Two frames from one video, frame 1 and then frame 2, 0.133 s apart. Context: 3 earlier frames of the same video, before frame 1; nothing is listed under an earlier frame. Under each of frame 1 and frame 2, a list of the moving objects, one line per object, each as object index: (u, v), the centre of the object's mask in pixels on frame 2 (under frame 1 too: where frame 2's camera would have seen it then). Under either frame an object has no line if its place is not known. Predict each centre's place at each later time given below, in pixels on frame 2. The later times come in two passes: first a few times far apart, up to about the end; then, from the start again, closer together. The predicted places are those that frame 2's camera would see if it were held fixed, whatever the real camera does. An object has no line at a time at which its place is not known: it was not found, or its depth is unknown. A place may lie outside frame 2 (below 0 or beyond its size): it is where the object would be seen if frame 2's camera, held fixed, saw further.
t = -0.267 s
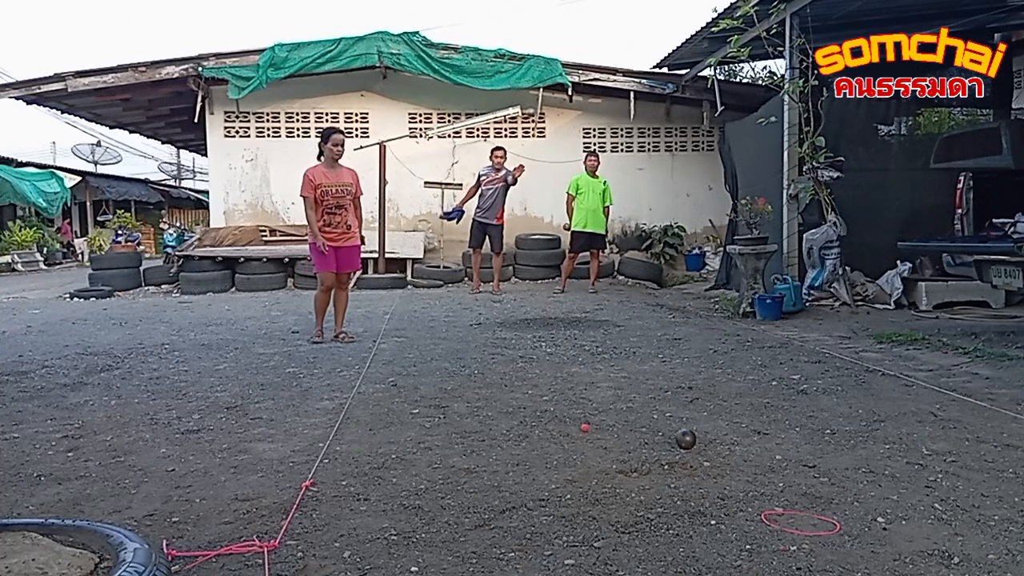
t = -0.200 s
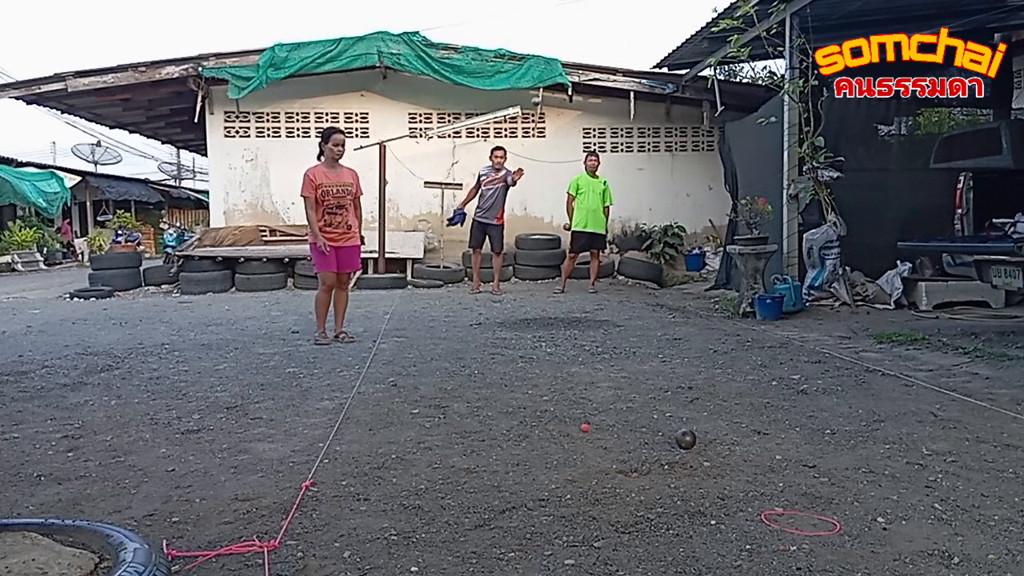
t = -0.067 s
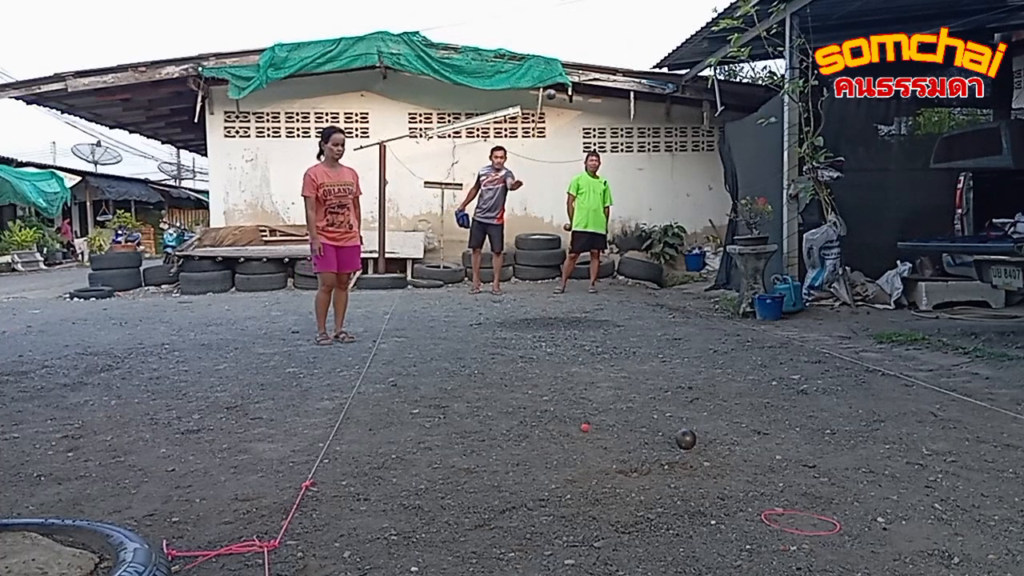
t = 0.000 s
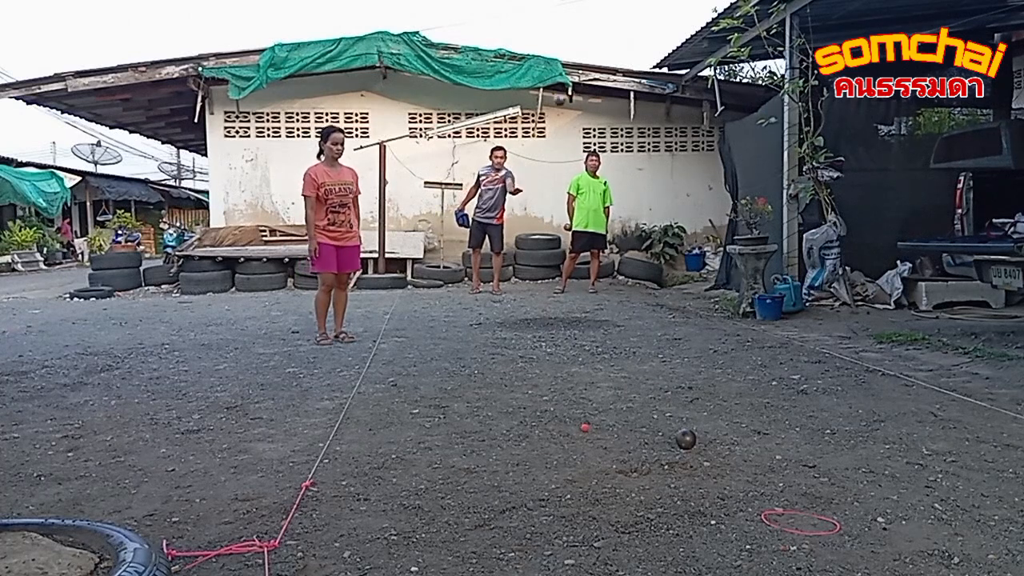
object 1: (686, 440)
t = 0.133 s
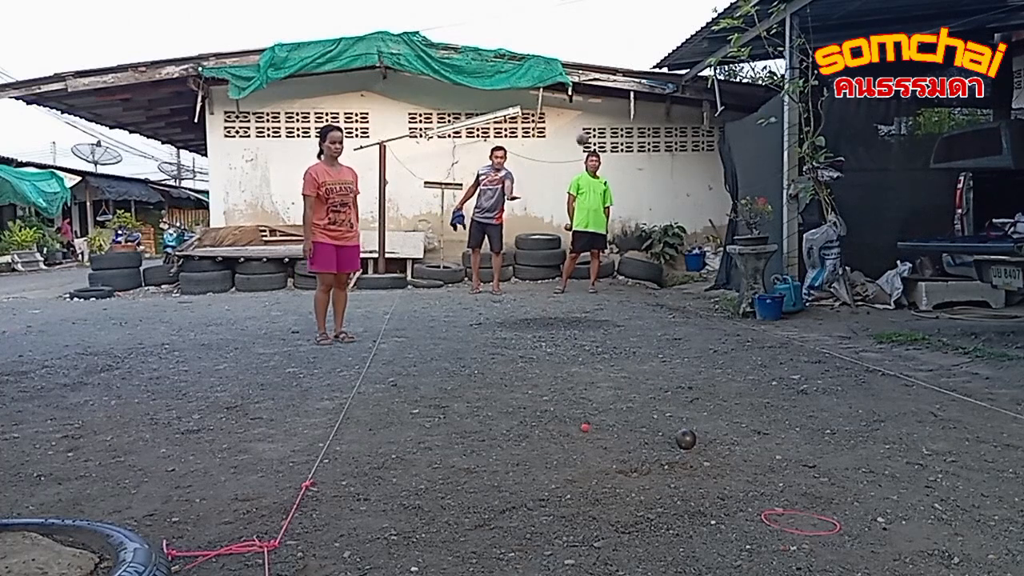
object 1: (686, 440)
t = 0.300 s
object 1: (686, 440)
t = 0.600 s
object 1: (795, 483)
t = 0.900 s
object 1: (997, 556)
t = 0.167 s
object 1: (686, 440)
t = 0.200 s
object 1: (686, 440)
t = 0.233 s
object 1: (686, 440)
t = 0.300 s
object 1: (686, 440)
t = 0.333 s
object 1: (686, 440)
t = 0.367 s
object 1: (686, 440)
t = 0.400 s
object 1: (686, 439)
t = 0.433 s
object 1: (697, 445)
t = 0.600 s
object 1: (795, 483)
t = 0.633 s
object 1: (817, 491)
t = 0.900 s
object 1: (997, 556)
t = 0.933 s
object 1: (1014, 564)
